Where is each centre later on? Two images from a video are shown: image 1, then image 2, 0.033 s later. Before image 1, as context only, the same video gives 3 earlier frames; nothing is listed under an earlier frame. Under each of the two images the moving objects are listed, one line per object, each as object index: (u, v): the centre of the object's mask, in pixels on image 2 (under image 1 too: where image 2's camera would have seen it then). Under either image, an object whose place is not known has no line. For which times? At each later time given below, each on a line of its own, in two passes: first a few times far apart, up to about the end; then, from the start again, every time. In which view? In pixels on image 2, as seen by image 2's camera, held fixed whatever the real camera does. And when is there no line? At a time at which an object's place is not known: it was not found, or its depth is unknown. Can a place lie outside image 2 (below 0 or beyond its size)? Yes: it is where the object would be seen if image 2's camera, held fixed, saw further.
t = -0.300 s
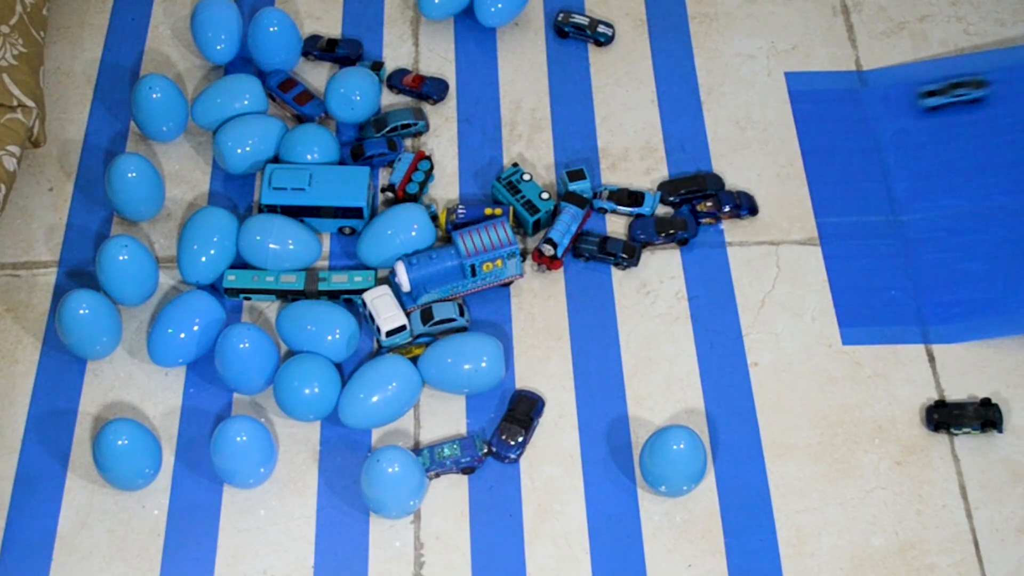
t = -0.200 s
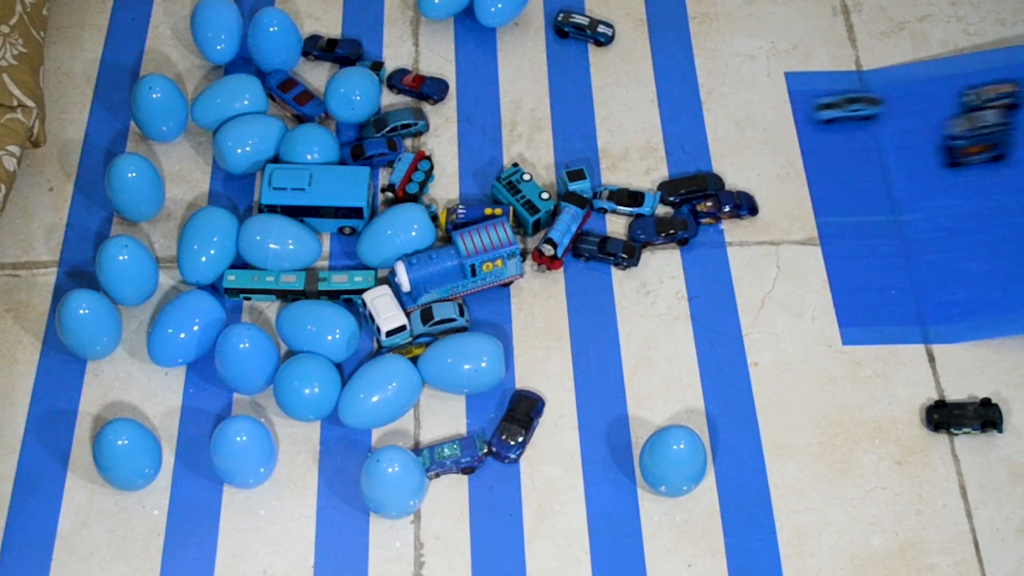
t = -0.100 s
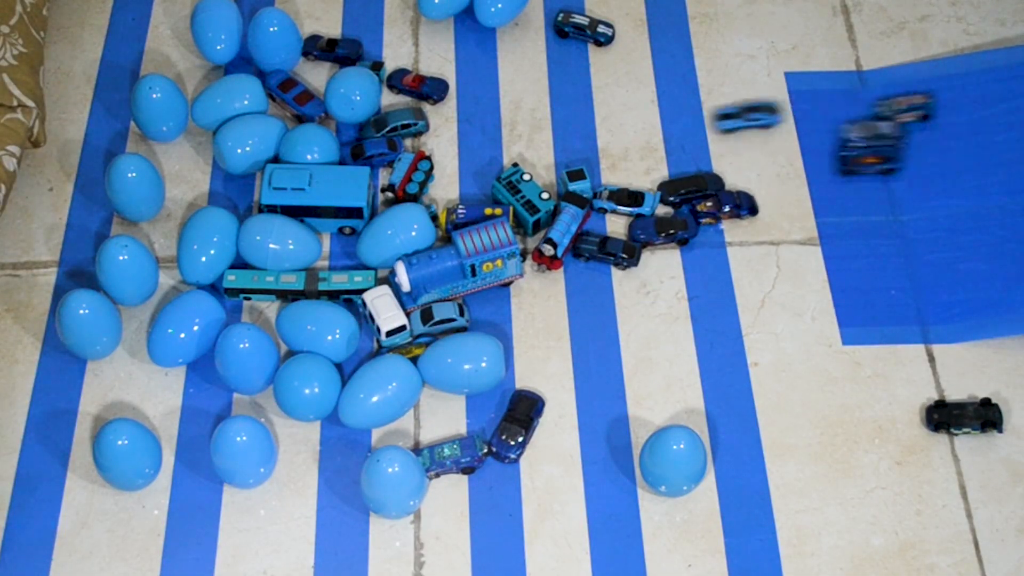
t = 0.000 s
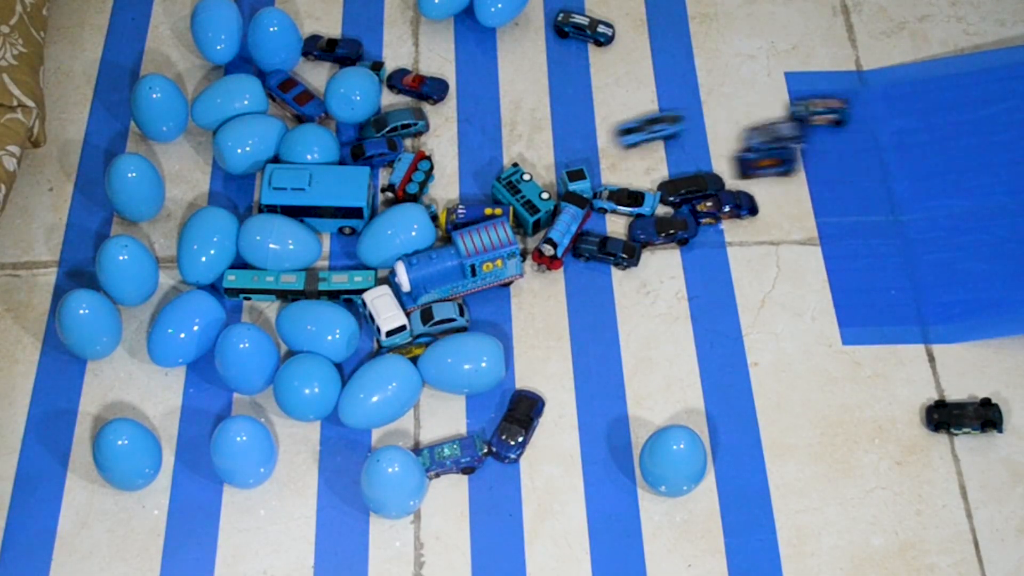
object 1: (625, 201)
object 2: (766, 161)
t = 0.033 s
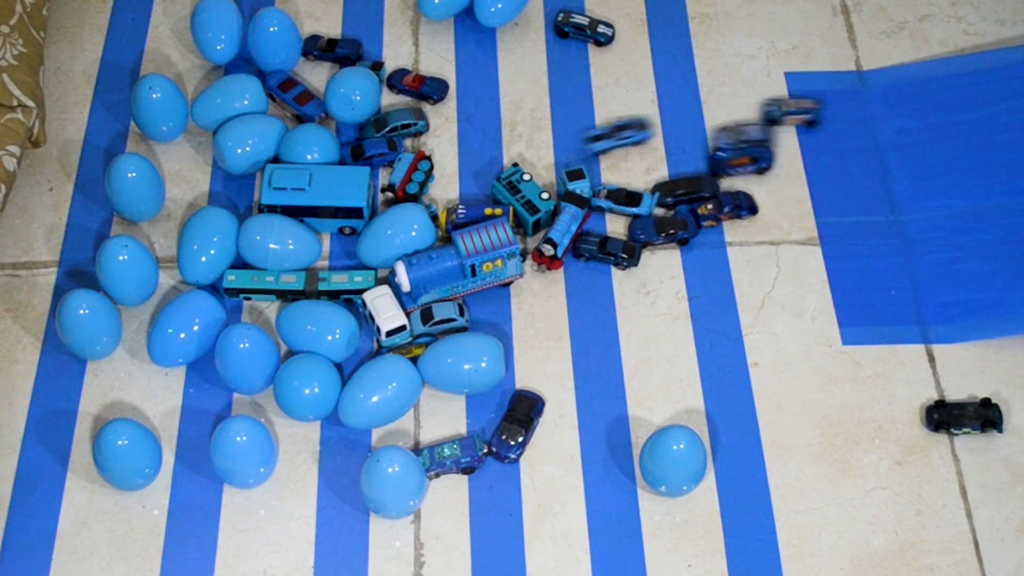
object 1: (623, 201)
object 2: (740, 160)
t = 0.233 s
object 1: (610, 205)
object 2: (653, 165)
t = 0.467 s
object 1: (610, 205)
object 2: (568, 164)
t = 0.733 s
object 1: (609, 205)
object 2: (513, 163)
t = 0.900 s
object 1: (609, 205)
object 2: (509, 163)
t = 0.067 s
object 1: (616, 202)
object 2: (725, 161)
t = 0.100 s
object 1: (612, 203)
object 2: (710, 162)
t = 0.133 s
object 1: (611, 204)
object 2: (695, 163)
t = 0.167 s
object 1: (610, 205)
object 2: (681, 164)
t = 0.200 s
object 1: (610, 205)
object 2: (667, 165)
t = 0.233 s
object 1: (610, 205)
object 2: (653, 165)
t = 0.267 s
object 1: (610, 205)
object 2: (639, 165)
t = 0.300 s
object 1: (610, 205)
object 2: (624, 165)
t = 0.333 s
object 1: (610, 205)
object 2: (611, 166)
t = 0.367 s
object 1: (610, 205)
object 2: (599, 165)
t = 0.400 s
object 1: (610, 205)
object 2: (590, 165)
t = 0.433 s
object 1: (609, 205)
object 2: (580, 164)
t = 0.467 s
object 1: (610, 205)
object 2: (568, 164)
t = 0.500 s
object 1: (609, 205)
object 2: (557, 163)
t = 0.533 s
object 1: (608, 204)
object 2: (547, 162)
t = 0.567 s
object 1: (609, 205)
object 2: (539, 161)
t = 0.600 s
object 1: (609, 205)
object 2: (532, 162)
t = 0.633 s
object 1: (609, 205)
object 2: (524, 162)
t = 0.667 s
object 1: (609, 205)
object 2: (517, 163)
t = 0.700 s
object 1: (608, 205)
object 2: (514, 163)
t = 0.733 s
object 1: (609, 205)
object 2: (513, 163)
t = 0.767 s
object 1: (609, 205)
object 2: (513, 163)
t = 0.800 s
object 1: (609, 205)
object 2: (511, 163)
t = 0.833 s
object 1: (609, 205)
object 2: (511, 164)
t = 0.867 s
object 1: (609, 205)
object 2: (511, 163)
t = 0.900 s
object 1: (609, 205)
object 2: (509, 163)
